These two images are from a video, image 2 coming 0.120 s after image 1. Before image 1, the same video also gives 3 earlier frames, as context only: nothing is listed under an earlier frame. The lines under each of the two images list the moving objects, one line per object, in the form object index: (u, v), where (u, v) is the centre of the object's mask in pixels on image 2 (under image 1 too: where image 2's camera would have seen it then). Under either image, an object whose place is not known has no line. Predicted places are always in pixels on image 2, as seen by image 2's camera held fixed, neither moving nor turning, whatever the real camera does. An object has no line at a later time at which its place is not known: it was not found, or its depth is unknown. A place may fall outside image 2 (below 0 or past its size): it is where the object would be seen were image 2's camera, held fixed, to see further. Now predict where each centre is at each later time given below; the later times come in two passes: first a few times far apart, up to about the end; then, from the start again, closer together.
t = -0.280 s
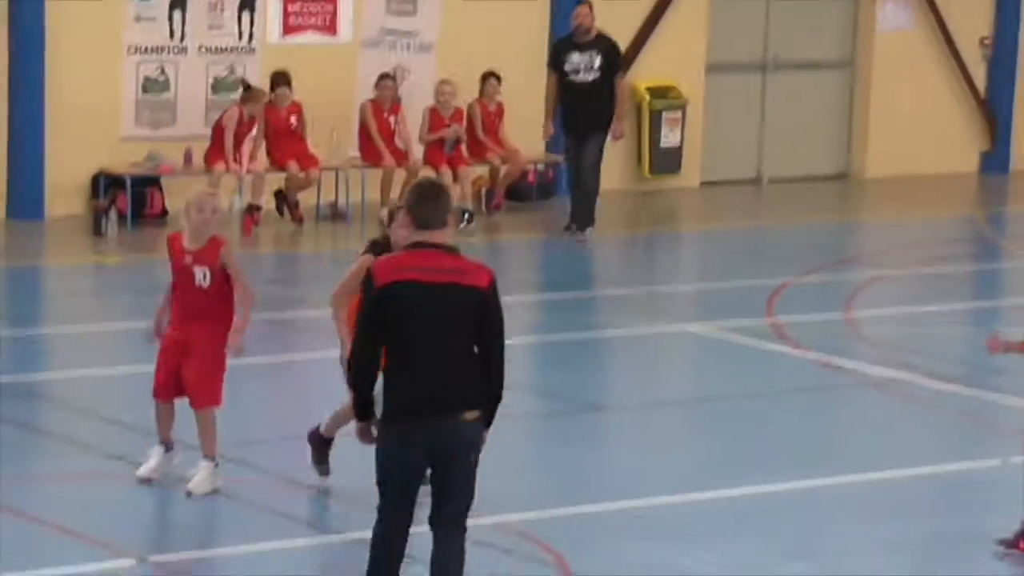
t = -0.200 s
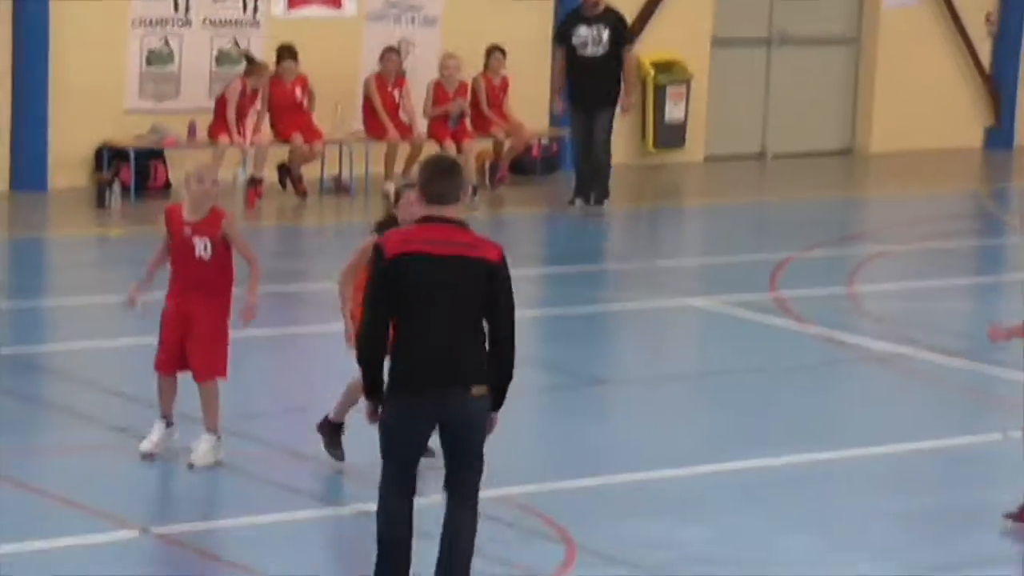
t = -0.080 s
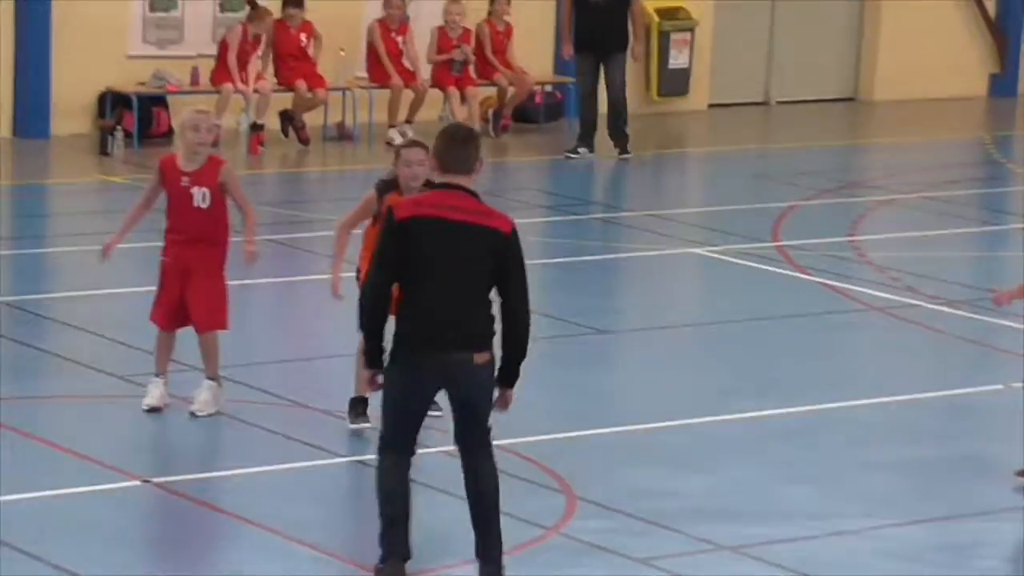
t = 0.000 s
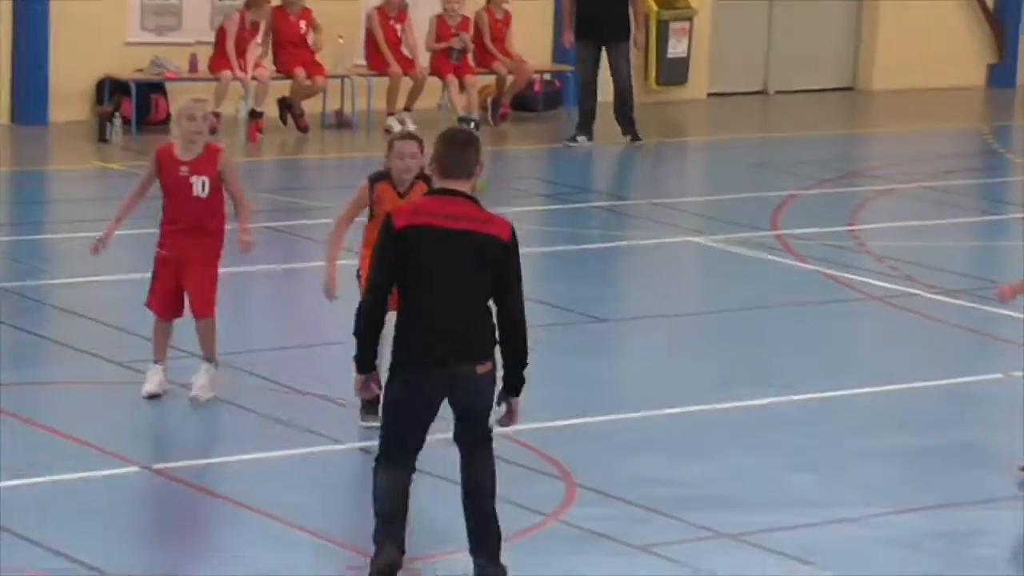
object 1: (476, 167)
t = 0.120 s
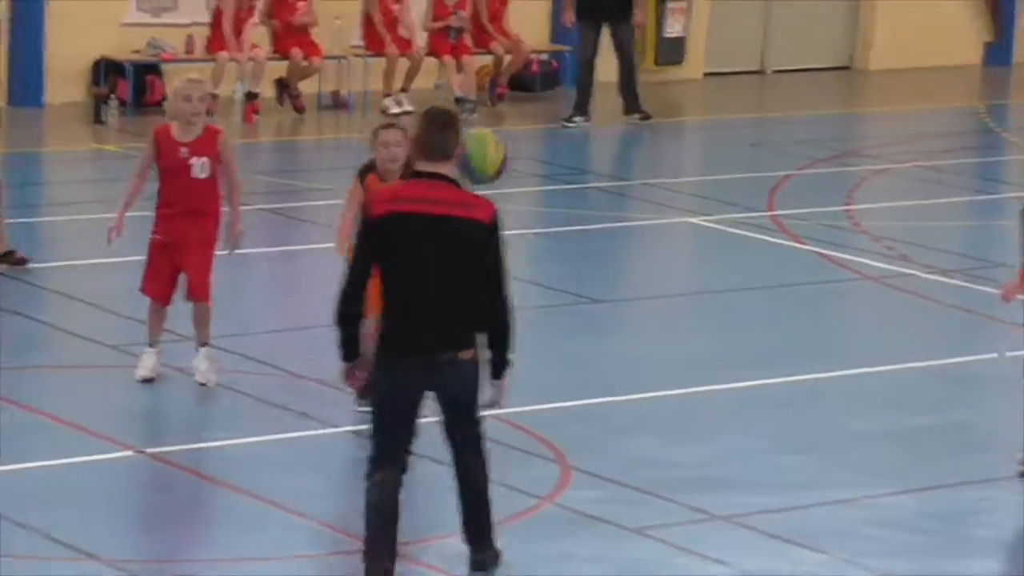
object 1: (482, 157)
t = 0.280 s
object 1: (508, 208)
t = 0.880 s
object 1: (646, 393)
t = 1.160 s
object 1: (733, 400)
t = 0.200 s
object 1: (494, 175)
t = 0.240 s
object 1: (502, 192)
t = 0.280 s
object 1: (508, 208)
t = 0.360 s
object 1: (523, 260)
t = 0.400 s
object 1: (530, 293)
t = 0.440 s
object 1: (536, 331)
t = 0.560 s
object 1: (556, 470)
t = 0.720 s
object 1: (596, 478)
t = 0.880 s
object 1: (646, 393)
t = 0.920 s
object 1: (657, 380)
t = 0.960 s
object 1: (670, 372)
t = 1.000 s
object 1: (683, 368)
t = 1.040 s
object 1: (696, 369)
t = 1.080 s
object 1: (708, 375)
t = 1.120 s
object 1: (721, 384)
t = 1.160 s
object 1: (733, 400)
